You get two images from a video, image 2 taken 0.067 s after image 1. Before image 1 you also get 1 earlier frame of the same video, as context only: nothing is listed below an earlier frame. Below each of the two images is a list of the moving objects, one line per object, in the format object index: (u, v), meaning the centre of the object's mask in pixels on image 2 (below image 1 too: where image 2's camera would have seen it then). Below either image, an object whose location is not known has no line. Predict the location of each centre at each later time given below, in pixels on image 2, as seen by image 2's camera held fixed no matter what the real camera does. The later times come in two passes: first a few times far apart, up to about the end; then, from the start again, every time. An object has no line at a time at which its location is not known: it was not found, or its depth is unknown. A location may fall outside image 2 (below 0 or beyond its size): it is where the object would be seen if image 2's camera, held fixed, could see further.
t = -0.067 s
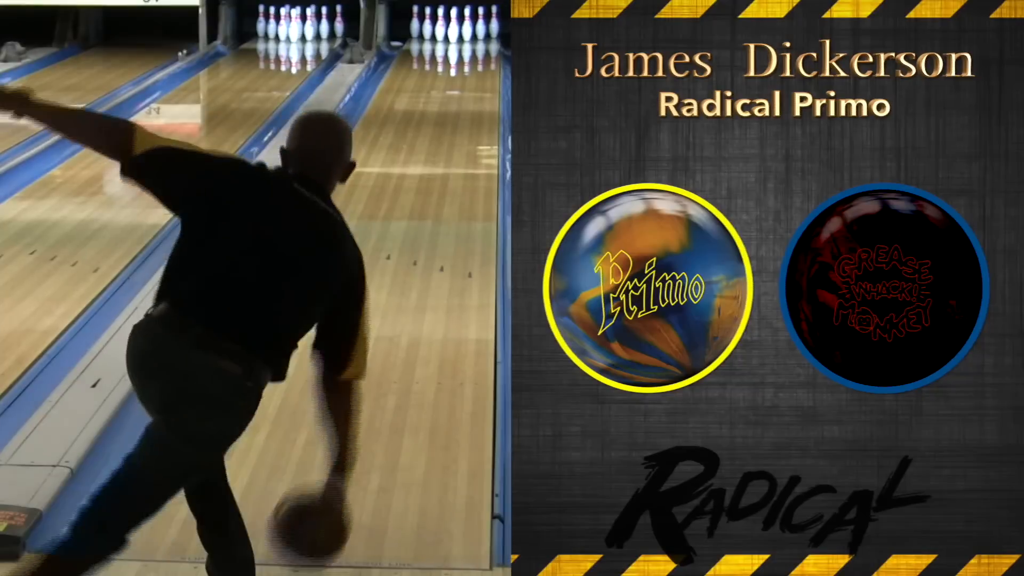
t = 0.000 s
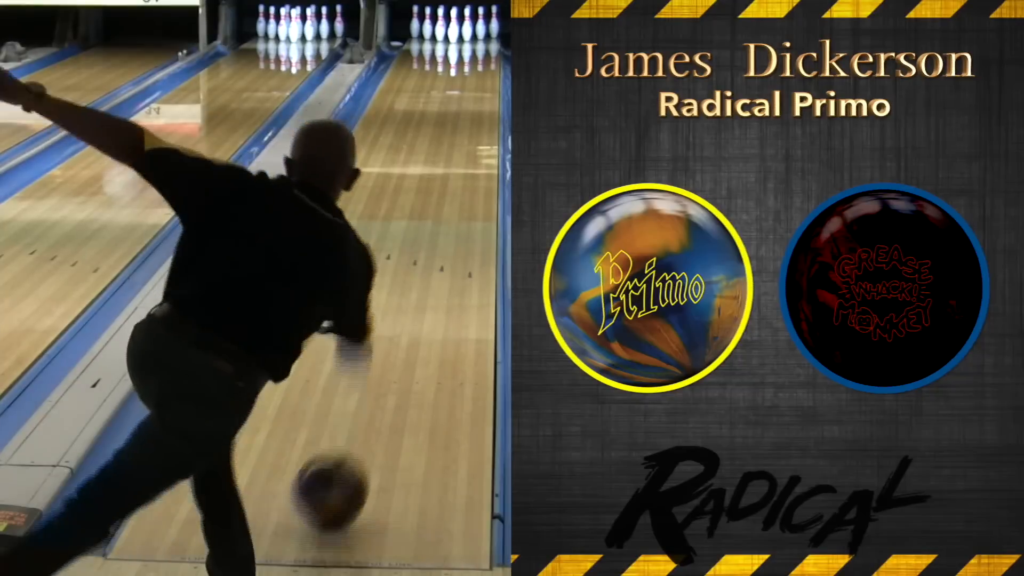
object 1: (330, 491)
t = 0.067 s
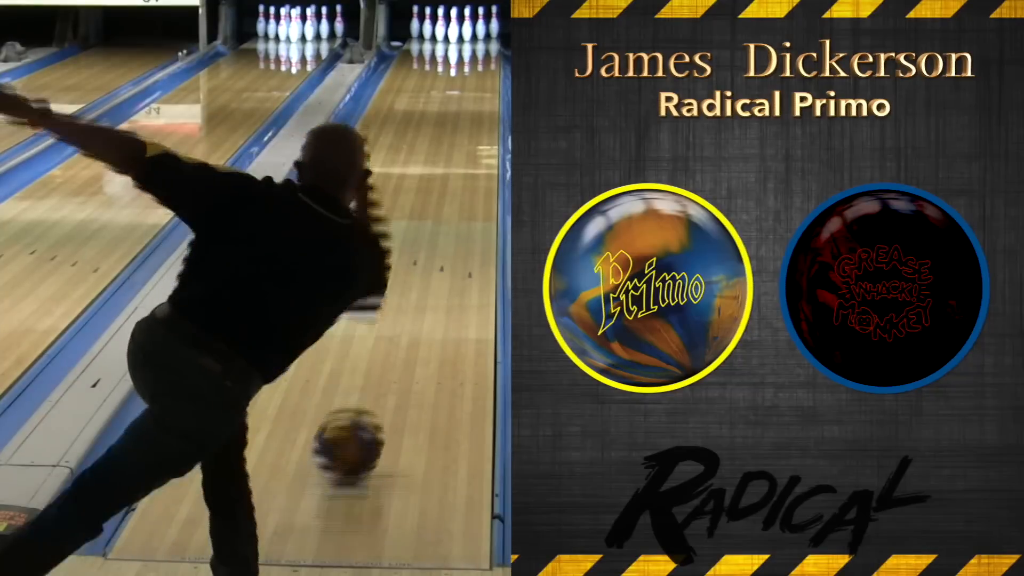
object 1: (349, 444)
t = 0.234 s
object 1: (383, 355)
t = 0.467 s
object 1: (416, 271)
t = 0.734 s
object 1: (438, 201)
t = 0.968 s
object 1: (452, 159)
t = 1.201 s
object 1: (462, 126)
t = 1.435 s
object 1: (469, 101)
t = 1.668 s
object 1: (473, 79)
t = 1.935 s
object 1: (474, 61)
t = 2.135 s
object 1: (471, 51)
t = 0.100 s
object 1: (357, 425)
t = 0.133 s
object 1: (364, 406)
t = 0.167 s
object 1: (370, 388)
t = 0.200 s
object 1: (376, 371)
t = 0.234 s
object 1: (383, 355)
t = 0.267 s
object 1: (388, 340)
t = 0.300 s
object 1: (393, 327)
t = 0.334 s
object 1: (397, 315)
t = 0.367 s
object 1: (402, 302)
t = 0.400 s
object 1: (406, 291)
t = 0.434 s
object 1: (411, 281)
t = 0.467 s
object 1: (416, 271)
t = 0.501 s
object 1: (421, 262)
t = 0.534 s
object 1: (426, 252)
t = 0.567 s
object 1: (429, 241)
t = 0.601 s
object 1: (427, 232)
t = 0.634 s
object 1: (430, 224)
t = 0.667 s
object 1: (433, 216)
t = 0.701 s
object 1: (436, 209)
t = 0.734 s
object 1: (438, 201)
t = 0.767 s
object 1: (440, 194)
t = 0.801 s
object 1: (442, 188)
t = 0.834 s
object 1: (444, 182)
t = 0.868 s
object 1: (446, 175)
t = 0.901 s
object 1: (448, 170)
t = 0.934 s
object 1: (450, 164)
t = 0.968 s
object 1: (452, 159)
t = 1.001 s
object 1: (453, 154)
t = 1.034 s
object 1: (455, 149)
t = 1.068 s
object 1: (456, 144)
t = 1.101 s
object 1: (458, 140)
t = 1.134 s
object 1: (459, 135)
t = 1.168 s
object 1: (460, 131)
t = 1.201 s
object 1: (462, 126)
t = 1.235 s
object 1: (463, 122)
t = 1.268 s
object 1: (464, 118)
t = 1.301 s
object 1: (465, 115)
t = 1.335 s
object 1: (466, 111)
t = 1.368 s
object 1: (467, 107)
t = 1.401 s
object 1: (468, 104)
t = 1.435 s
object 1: (469, 101)
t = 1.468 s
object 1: (469, 97)
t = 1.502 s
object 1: (470, 94)
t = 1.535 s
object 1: (471, 91)
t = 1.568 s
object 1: (472, 88)
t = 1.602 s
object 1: (473, 85)
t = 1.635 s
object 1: (473, 82)
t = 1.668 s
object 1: (473, 79)
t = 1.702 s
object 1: (474, 77)
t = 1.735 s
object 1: (474, 74)
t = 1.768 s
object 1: (474, 72)
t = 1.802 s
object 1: (474, 70)
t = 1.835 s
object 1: (474, 68)
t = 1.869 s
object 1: (474, 65)
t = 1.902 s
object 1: (474, 63)
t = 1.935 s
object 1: (474, 61)
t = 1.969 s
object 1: (474, 59)
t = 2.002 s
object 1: (473, 57)
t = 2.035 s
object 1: (473, 55)
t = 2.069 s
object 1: (472, 53)
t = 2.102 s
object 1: (472, 52)
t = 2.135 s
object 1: (471, 51)
